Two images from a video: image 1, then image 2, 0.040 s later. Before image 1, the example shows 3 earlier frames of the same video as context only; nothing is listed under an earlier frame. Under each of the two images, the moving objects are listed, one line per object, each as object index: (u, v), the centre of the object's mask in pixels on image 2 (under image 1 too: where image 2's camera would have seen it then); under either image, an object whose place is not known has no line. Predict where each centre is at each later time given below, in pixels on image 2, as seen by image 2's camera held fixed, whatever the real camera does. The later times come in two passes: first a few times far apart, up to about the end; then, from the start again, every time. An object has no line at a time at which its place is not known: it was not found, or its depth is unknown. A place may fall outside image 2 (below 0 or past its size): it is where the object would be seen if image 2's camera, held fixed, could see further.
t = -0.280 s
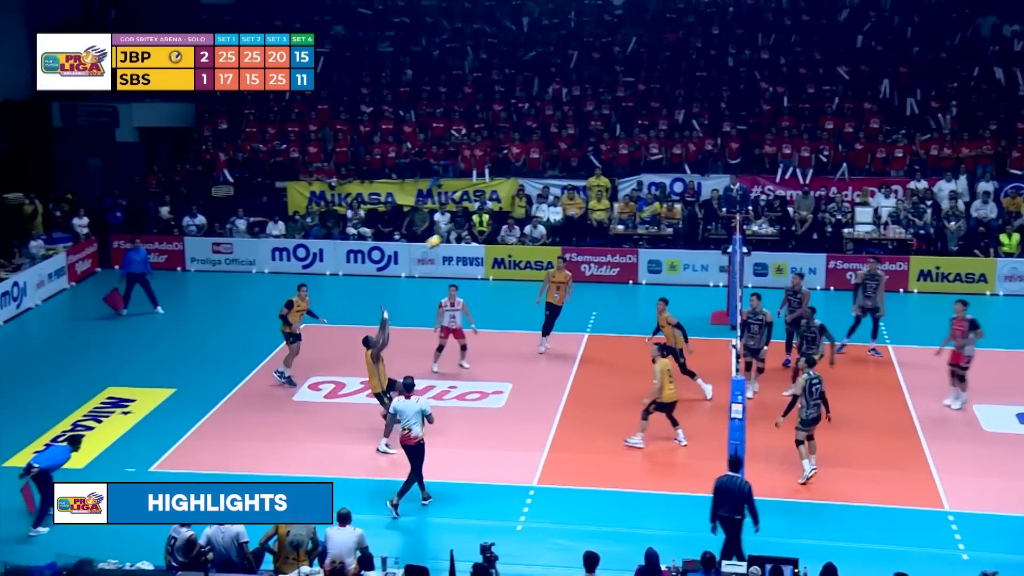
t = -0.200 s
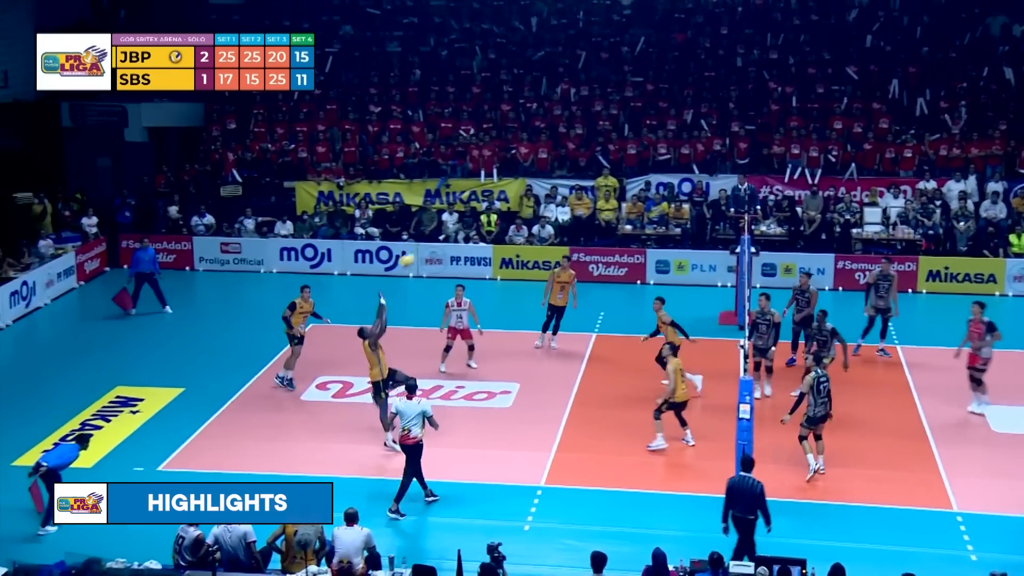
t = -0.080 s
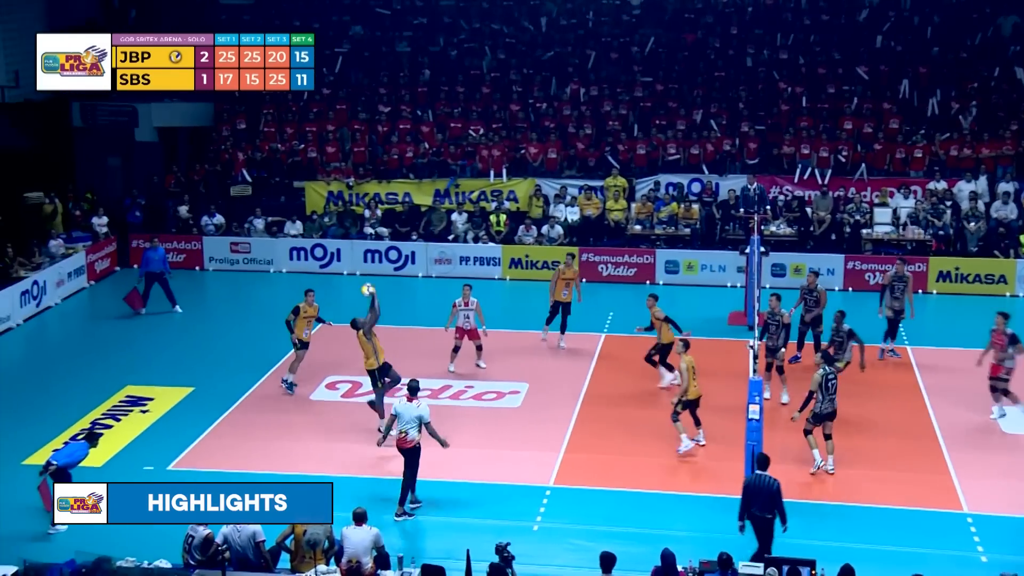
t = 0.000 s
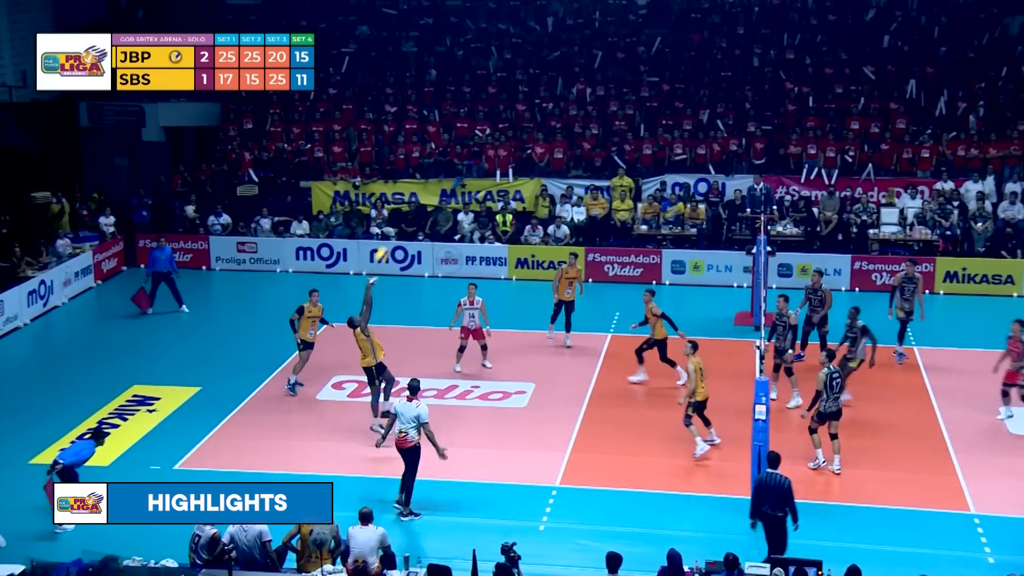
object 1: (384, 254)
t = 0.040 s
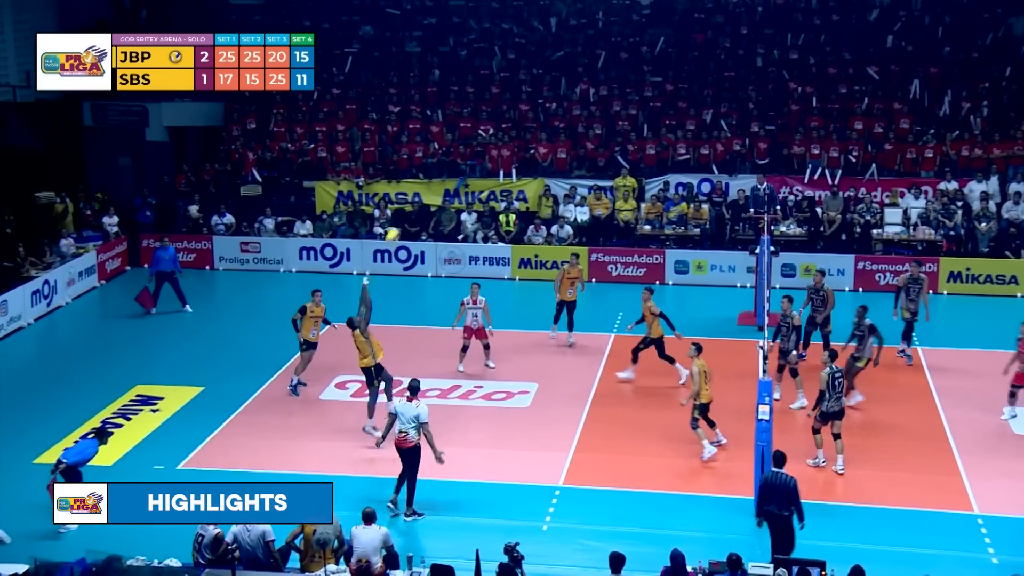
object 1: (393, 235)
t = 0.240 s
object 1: (429, 160)
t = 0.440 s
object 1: (467, 110)
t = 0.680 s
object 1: (510, 84)
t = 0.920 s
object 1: (551, 93)
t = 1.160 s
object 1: (589, 138)
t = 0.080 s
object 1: (400, 219)
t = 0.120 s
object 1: (408, 203)
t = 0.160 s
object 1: (415, 186)
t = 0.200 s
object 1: (422, 173)
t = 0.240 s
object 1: (429, 160)
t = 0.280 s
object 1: (437, 148)
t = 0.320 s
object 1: (444, 137)
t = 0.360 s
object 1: (452, 127)
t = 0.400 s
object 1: (459, 118)
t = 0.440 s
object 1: (467, 110)
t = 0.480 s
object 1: (474, 103)
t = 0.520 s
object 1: (481, 98)
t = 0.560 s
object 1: (489, 93)
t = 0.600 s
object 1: (496, 89)
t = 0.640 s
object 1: (503, 86)
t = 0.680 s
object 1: (510, 84)
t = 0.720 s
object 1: (517, 83)
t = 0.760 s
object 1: (524, 83)
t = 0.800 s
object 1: (531, 84)
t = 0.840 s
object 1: (538, 86)
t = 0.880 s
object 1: (545, 89)
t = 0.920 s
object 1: (551, 93)
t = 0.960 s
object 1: (558, 99)
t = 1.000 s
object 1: (565, 104)
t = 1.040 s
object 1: (571, 111)
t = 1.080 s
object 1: (577, 119)
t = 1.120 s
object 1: (584, 128)
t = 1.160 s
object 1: (589, 138)
